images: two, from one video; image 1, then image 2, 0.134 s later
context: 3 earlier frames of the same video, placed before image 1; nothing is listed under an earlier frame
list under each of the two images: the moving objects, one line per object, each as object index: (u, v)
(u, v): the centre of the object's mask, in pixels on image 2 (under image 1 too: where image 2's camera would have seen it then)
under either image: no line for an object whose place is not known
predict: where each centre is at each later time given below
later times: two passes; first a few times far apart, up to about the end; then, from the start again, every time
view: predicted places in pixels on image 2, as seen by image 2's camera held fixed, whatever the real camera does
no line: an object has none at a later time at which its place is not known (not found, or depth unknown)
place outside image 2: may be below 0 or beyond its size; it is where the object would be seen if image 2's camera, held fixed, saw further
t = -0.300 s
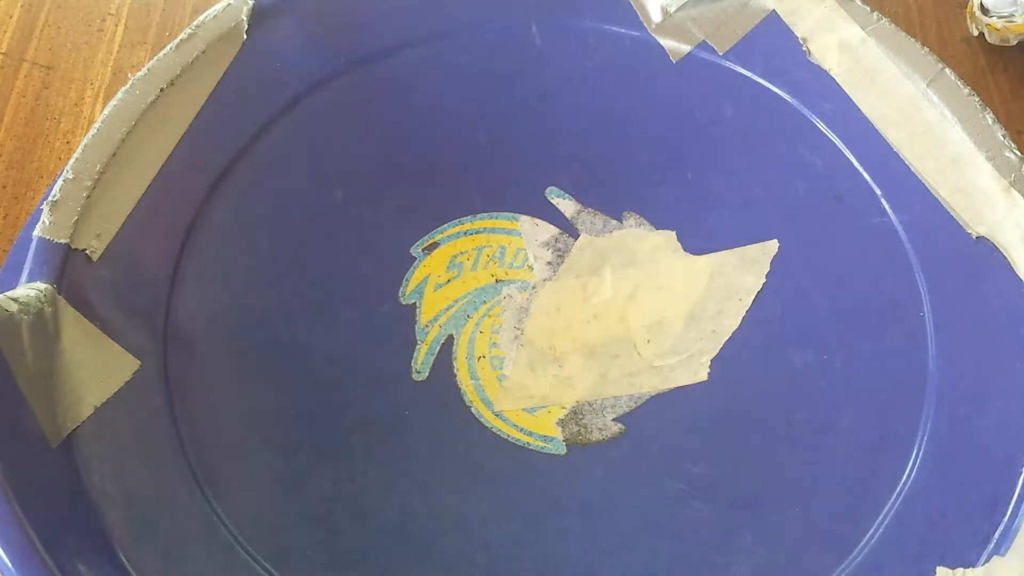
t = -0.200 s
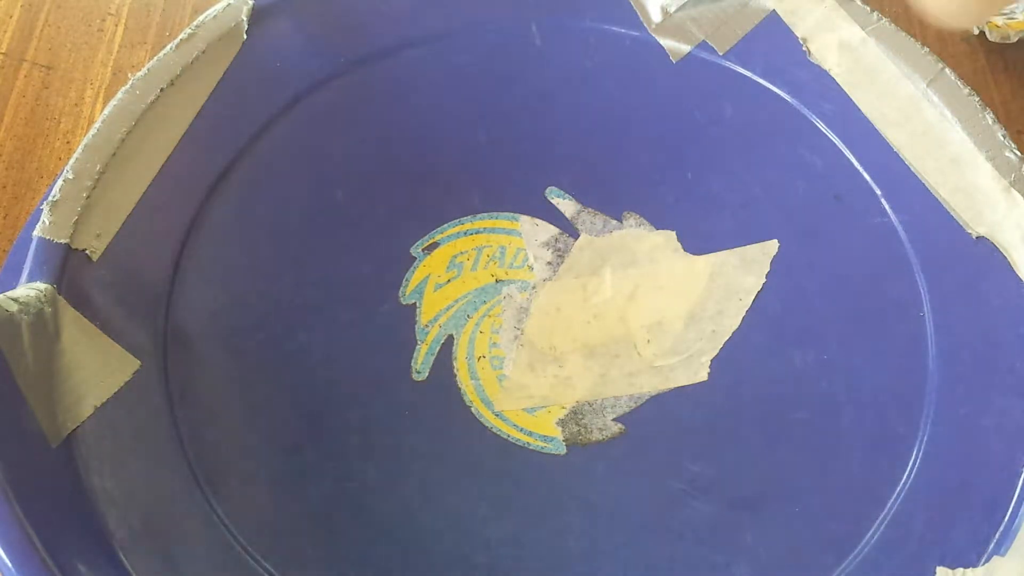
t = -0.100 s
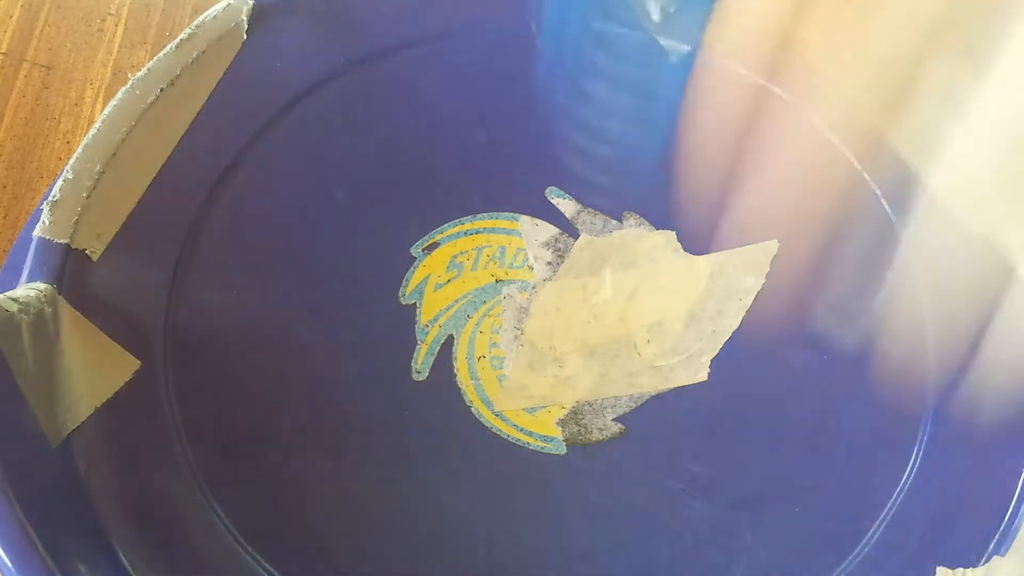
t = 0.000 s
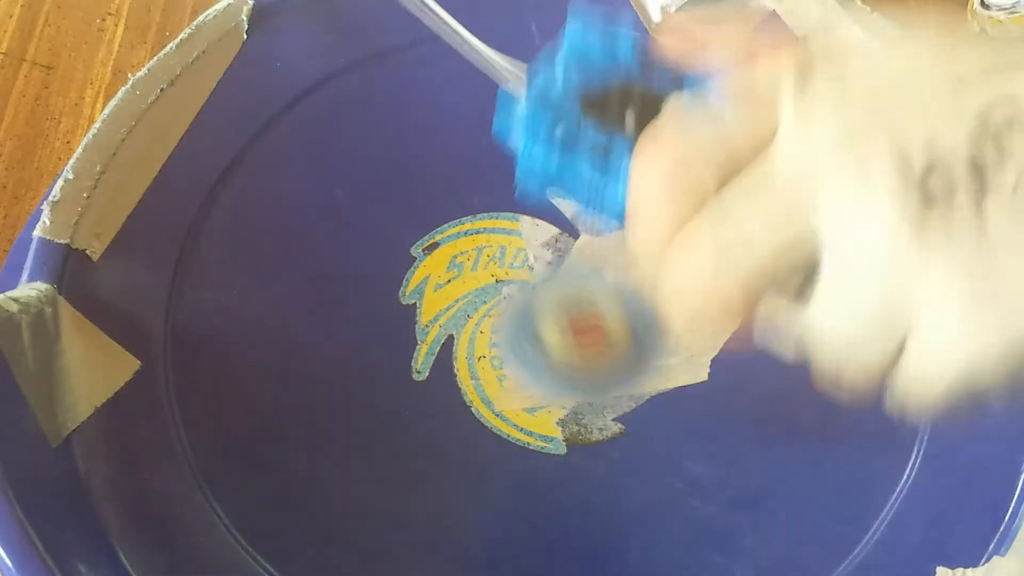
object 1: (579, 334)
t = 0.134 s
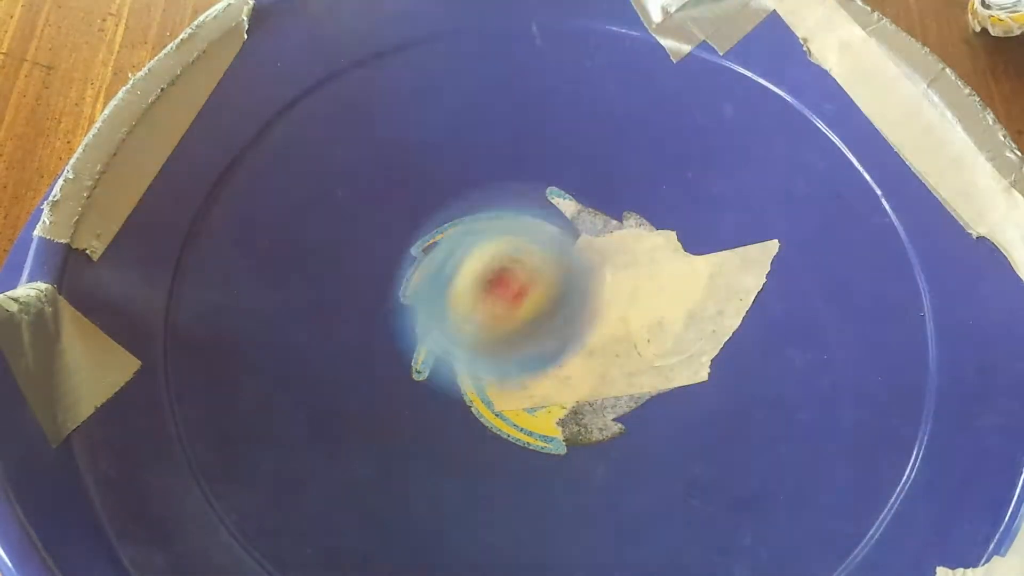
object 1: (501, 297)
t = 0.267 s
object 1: (483, 373)
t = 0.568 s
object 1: (693, 321)
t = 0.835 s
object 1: (463, 212)
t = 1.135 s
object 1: (517, 524)
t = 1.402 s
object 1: (841, 291)
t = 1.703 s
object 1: (404, 44)
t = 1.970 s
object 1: (196, 434)
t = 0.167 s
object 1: (468, 352)
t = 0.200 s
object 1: (454, 405)
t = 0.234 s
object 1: (463, 395)
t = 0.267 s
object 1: (483, 373)
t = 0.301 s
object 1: (506, 365)
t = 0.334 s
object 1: (528, 377)
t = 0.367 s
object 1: (546, 398)
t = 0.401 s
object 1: (577, 379)
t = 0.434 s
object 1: (608, 374)
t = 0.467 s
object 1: (639, 384)
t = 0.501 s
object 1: (661, 361)
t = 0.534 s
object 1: (682, 343)
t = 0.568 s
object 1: (693, 321)
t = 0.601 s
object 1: (690, 297)
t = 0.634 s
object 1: (676, 265)
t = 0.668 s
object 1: (656, 239)
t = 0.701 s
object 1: (625, 220)
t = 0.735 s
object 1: (589, 204)
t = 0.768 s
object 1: (551, 199)
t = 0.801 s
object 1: (509, 201)
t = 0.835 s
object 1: (463, 212)
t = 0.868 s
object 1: (425, 235)
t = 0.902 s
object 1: (390, 267)
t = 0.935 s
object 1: (364, 310)
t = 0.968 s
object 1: (354, 353)
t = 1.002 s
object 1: (356, 399)
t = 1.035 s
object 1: (374, 448)
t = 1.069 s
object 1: (409, 486)
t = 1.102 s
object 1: (459, 512)
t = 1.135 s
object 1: (517, 524)
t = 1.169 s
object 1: (585, 531)
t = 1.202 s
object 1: (641, 523)
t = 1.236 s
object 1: (706, 509)
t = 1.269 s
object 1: (755, 483)
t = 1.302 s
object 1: (797, 439)
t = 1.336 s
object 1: (823, 393)
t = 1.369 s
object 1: (837, 341)
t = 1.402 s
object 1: (841, 291)
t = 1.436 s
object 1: (822, 235)
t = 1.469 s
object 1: (792, 188)
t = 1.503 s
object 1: (754, 147)
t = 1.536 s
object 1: (711, 110)
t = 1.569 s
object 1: (660, 79)
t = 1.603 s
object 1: (595, 56)
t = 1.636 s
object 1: (536, 44)
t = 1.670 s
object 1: (469, 40)
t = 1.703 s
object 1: (404, 44)
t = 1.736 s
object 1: (331, 58)
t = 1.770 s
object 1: (278, 87)
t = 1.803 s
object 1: (230, 137)
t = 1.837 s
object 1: (192, 189)
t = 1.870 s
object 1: (169, 246)
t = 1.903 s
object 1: (172, 303)
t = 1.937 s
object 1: (176, 369)
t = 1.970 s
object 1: (196, 434)
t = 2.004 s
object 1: (237, 479)
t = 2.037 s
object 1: (286, 514)
